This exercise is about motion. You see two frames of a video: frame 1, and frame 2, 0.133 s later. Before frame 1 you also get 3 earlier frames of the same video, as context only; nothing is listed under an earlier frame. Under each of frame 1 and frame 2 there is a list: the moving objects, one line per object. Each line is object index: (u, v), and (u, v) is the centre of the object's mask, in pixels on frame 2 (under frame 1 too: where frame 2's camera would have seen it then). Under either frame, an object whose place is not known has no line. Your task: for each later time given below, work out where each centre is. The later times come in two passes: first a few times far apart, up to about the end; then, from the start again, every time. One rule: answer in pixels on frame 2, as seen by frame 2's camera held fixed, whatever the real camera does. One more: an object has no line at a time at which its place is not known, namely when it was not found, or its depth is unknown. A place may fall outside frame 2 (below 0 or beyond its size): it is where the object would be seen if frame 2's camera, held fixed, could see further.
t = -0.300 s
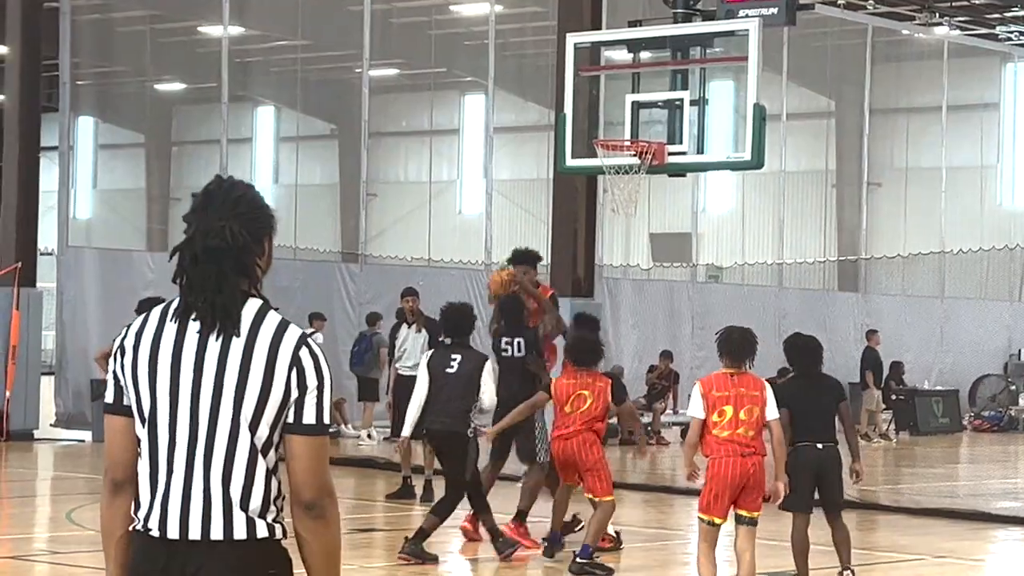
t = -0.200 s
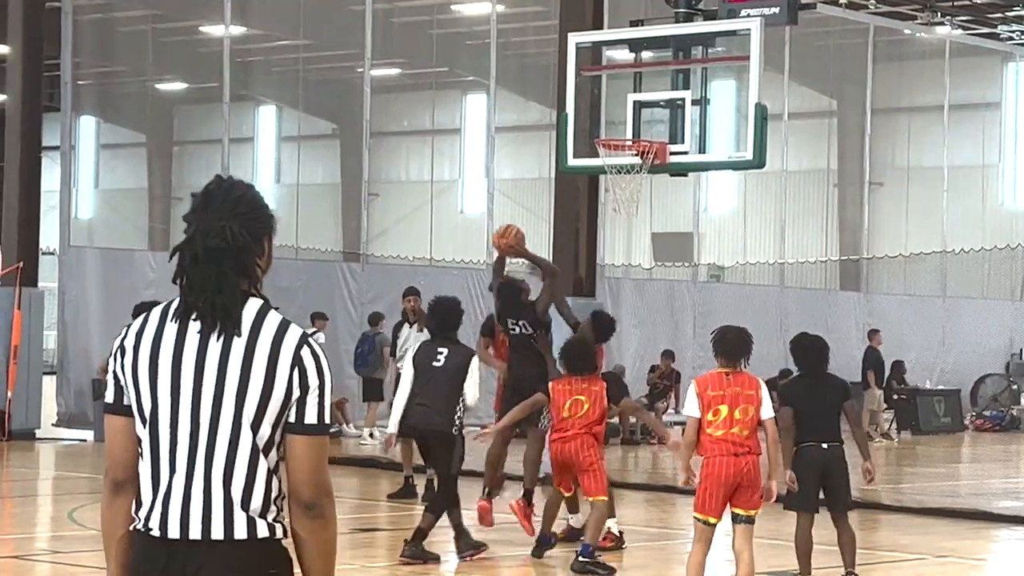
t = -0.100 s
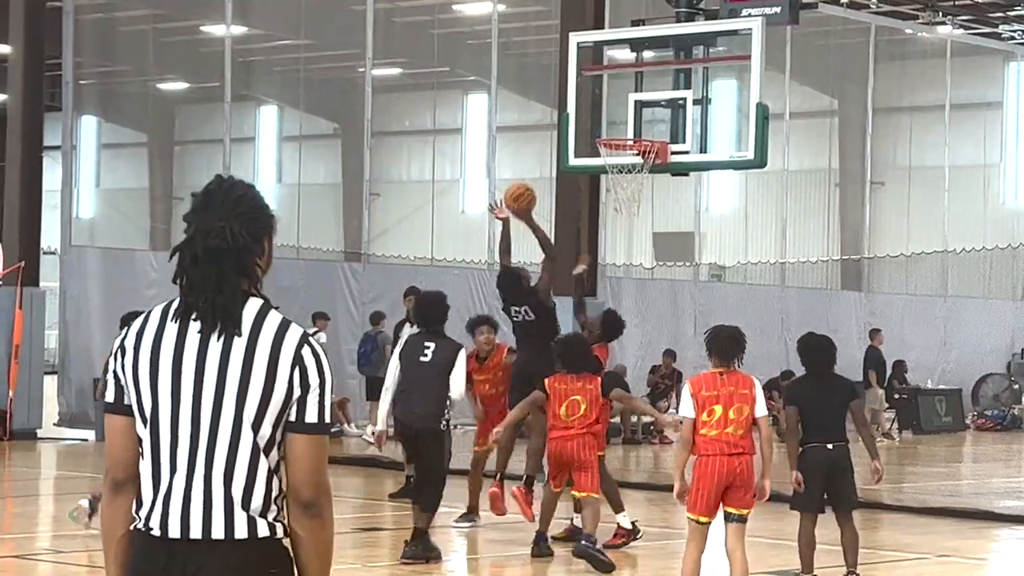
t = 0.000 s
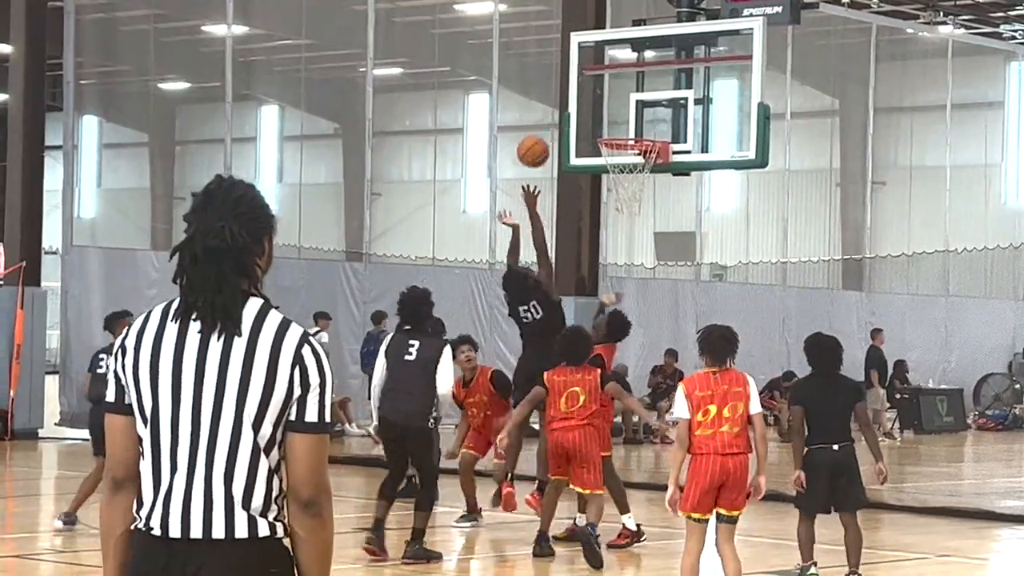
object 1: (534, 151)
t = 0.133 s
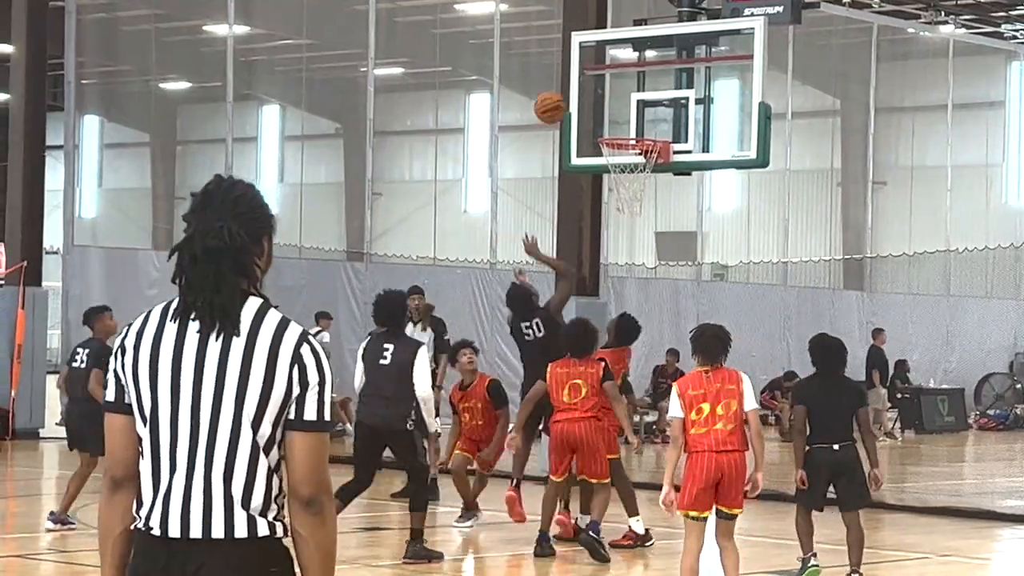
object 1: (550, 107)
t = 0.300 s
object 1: (569, 86)
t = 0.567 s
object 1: (596, 125)
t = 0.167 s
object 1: (553, 100)
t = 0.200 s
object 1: (557, 94)
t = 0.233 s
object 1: (561, 90)
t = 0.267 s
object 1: (565, 88)
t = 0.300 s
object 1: (569, 86)
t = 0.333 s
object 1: (572, 87)
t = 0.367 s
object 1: (575, 88)
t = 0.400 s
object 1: (579, 91)
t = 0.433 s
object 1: (583, 95)
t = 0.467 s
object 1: (585, 100)
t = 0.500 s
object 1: (588, 108)
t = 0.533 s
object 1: (592, 115)
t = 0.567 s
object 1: (596, 125)
